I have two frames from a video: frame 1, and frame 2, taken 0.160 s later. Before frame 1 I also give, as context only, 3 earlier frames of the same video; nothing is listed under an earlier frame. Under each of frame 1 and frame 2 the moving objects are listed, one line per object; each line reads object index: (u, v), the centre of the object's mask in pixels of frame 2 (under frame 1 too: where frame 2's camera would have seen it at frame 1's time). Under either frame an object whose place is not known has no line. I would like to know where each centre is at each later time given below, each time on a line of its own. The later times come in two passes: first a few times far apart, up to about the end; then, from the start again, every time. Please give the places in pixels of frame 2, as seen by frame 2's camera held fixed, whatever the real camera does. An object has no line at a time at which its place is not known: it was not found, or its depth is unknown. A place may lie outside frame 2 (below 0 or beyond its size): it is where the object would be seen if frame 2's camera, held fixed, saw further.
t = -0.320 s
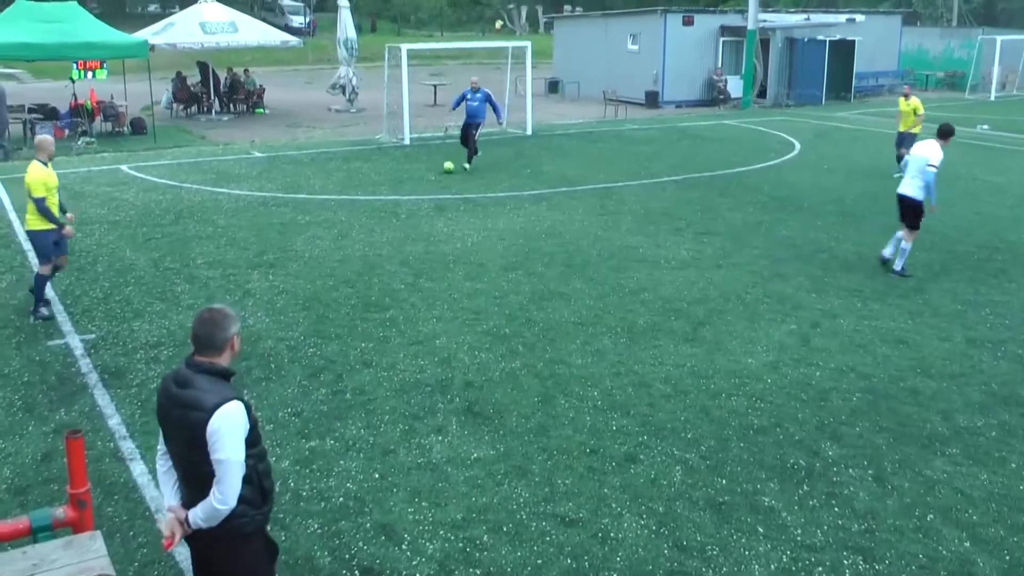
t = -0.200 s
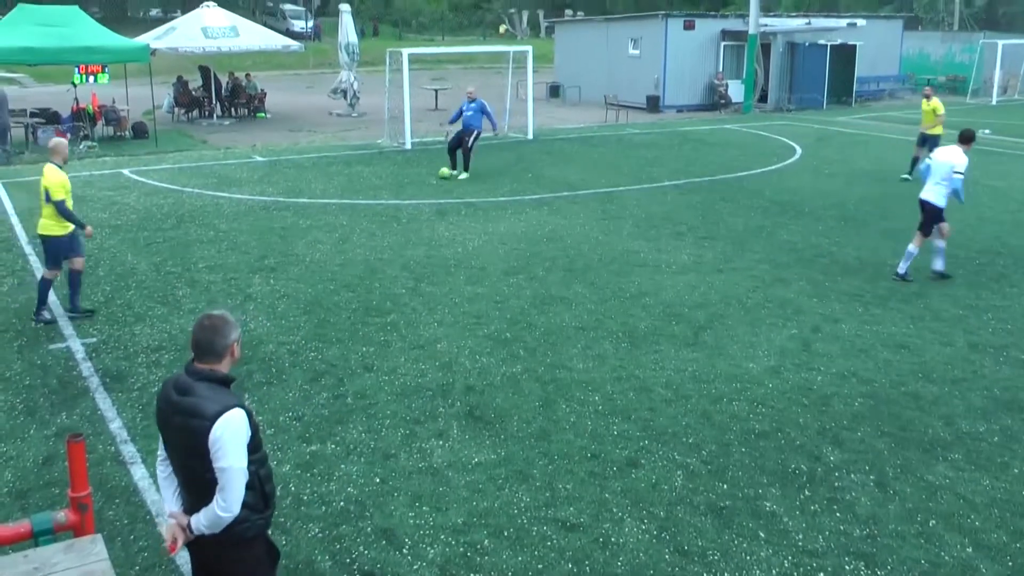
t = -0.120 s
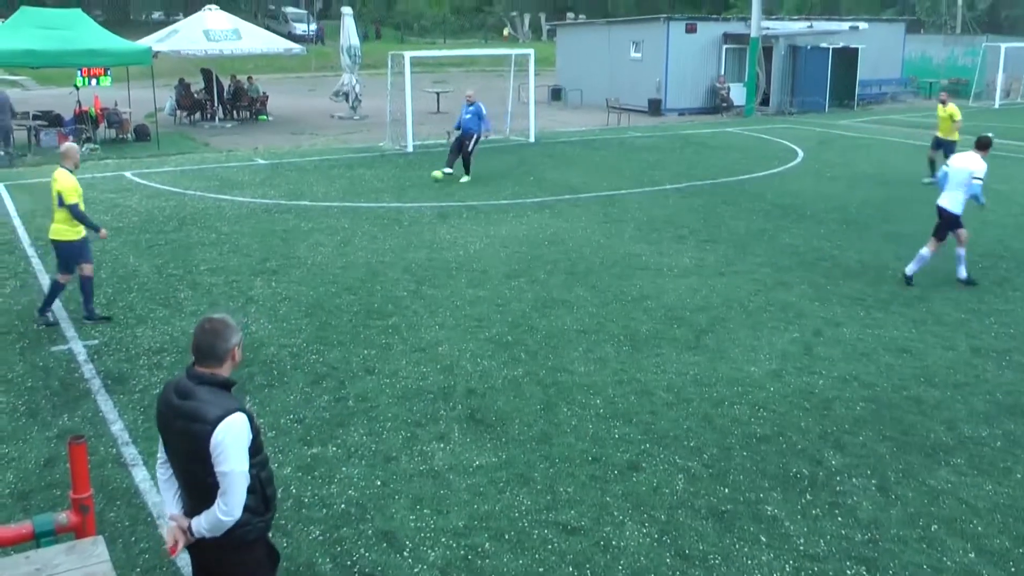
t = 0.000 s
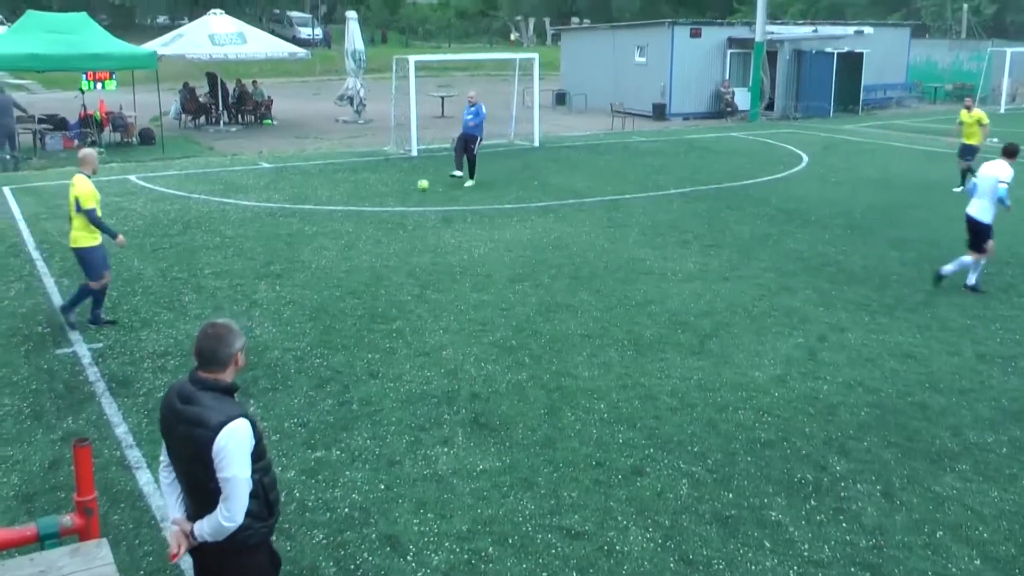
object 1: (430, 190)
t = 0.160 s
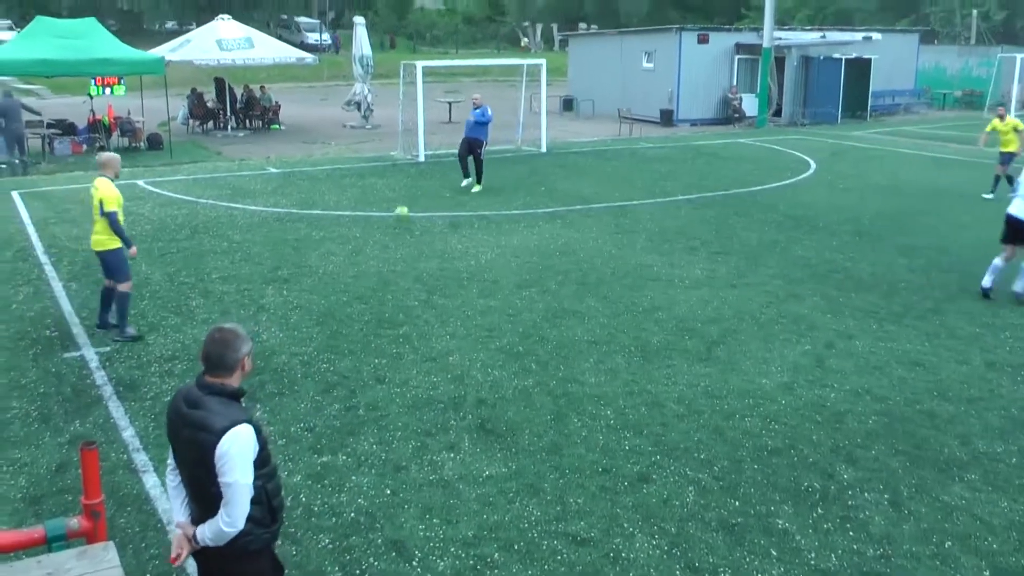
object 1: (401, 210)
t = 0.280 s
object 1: (380, 230)
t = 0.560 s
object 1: (333, 262)
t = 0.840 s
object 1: (278, 298)
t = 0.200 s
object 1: (394, 222)
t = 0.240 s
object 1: (386, 229)
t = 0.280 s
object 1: (380, 230)
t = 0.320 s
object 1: (374, 232)
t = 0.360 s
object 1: (367, 235)
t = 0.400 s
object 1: (361, 239)
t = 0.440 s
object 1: (354, 246)
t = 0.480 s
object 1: (346, 256)
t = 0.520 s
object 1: (340, 260)
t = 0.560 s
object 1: (333, 262)
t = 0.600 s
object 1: (326, 266)
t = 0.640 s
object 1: (319, 271)
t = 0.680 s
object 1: (311, 278)
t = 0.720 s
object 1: (303, 282)
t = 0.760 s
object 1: (294, 286)
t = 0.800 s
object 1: (287, 292)
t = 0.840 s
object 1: (278, 298)
